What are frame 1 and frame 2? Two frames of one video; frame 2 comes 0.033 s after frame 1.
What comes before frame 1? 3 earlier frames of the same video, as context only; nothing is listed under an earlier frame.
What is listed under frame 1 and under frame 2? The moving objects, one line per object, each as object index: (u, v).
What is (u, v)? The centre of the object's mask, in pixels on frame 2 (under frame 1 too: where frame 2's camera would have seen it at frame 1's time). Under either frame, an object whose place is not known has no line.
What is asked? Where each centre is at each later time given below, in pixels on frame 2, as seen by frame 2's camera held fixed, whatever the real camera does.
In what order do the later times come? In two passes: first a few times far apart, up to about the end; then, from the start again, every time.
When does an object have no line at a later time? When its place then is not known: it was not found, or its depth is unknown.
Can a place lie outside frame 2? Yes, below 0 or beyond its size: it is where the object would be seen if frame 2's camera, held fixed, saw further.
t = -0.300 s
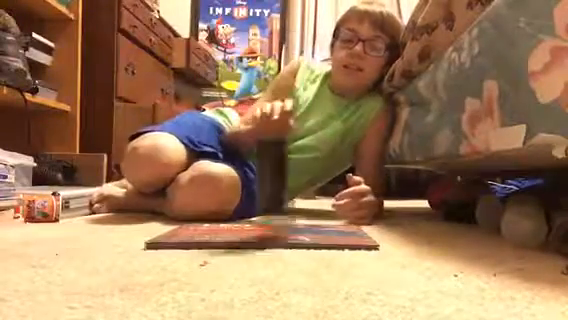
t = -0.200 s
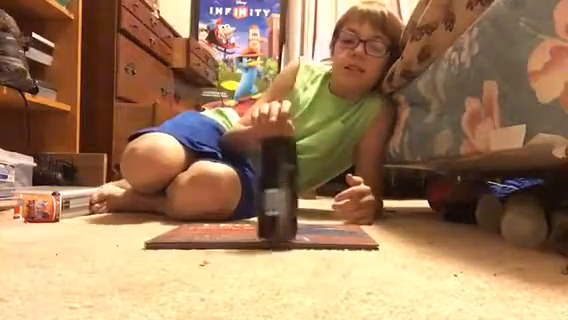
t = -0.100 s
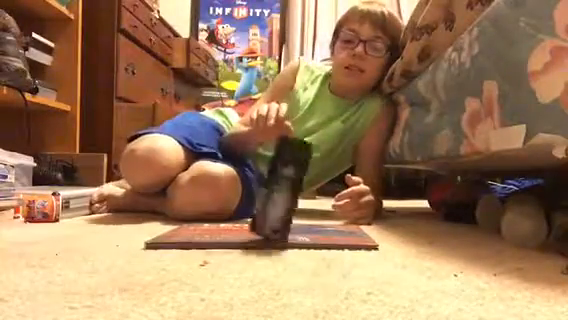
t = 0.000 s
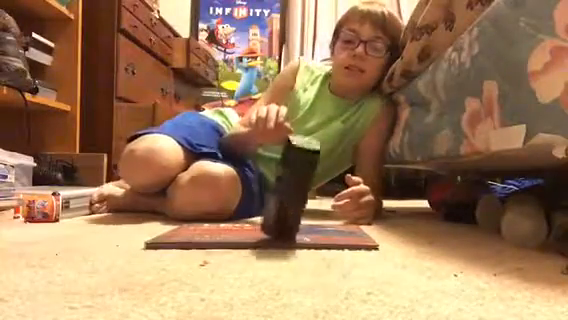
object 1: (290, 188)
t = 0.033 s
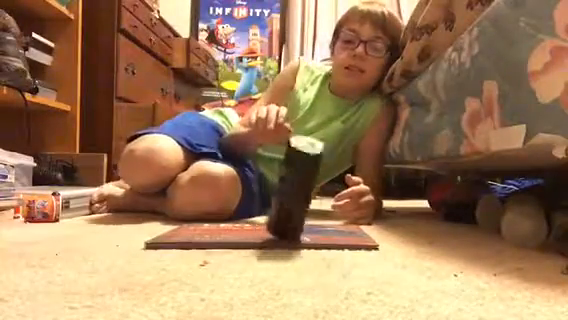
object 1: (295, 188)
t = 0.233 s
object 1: (320, 230)
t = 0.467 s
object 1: (363, 237)
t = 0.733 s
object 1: (407, 240)
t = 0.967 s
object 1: (421, 241)
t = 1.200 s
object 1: (419, 241)
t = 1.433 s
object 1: (419, 240)
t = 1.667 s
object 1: (419, 240)
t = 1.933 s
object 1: (419, 240)
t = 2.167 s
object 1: (419, 240)
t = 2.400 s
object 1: (419, 240)
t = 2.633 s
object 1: (419, 240)
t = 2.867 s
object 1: (419, 240)
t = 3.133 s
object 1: (419, 240)
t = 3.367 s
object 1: (419, 240)
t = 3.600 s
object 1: (419, 240)
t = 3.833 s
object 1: (419, 240)
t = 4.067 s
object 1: (419, 240)
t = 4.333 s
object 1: (419, 240)
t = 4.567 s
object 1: (419, 240)
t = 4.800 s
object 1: (419, 240)
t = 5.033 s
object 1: (419, 240)
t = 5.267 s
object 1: (419, 240)
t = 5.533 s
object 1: (419, 240)
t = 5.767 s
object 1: (419, 241)
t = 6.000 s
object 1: (419, 240)
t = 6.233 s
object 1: (419, 240)
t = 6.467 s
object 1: (419, 240)
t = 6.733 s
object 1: (419, 240)
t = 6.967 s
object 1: (419, 240)
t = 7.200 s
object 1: (419, 240)
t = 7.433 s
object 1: (419, 240)
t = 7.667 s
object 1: (419, 240)
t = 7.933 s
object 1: (419, 240)
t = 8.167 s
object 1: (419, 240)
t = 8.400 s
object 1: (419, 240)
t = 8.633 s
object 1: (419, 240)
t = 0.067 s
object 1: (299, 188)
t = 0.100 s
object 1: (303, 189)
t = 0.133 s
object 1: (305, 202)
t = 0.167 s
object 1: (313, 209)
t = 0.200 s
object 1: (317, 228)
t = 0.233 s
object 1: (320, 230)
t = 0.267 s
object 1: (326, 218)
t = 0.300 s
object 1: (330, 216)
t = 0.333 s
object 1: (337, 222)
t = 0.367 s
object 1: (343, 236)
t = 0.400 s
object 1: (350, 235)
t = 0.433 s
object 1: (356, 238)
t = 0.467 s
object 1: (363, 237)
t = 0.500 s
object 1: (369, 238)
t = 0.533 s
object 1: (376, 238)
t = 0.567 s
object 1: (382, 238)
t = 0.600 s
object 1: (388, 240)
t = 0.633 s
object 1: (394, 240)
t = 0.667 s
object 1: (398, 239)
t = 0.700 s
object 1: (403, 241)
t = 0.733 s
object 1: (407, 240)
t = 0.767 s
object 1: (410, 240)
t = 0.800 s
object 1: (413, 240)
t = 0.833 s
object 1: (416, 240)
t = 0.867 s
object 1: (418, 241)
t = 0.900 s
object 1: (420, 241)
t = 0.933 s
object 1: (421, 241)
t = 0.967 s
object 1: (421, 241)
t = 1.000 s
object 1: (421, 241)
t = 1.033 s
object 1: (421, 241)
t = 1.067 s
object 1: (420, 241)
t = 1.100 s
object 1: (420, 240)
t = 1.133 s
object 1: (419, 240)
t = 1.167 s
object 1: (419, 240)
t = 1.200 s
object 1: (419, 241)
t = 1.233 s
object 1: (419, 241)
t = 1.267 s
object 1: (419, 241)
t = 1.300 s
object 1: (419, 241)
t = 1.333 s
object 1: (419, 240)
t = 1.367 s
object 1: (419, 240)
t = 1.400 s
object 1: (419, 240)
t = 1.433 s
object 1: (419, 240)
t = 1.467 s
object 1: (419, 240)
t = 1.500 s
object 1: (419, 240)
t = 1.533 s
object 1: (419, 240)
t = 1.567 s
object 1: (419, 240)
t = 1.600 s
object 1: (419, 240)
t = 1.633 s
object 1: (419, 240)
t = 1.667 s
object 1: (419, 240)
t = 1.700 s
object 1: (419, 240)
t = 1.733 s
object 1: (419, 240)
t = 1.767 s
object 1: (419, 240)
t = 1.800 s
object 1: (419, 240)
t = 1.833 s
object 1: (419, 240)
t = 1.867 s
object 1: (419, 240)
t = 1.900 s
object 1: (419, 240)
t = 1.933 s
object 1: (419, 240)
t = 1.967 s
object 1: (419, 240)
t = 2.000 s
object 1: (419, 240)
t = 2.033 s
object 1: (419, 240)
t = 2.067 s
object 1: (419, 240)
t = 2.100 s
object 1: (419, 240)
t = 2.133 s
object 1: (419, 240)
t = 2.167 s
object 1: (419, 240)
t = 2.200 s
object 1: (419, 240)
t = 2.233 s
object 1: (419, 240)
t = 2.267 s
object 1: (419, 240)
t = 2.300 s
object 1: (419, 240)
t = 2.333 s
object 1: (419, 240)
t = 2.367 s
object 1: (419, 240)
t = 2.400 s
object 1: (419, 240)
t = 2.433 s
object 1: (419, 240)
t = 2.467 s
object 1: (419, 240)
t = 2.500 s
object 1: (419, 240)
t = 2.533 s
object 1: (419, 240)
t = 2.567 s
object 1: (419, 240)
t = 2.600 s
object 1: (419, 240)
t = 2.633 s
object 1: (419, 240)
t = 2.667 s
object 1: (419, 240)
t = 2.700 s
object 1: (419, 240)
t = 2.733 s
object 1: (419, 240)
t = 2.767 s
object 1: (419, 240)
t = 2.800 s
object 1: (419, 240)
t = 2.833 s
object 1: (419, 240)
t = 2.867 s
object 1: (419, 240)
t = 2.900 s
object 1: (419, 240)
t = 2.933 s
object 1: (419, 240)
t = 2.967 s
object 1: (419, 240)
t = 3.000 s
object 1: (419, 240)
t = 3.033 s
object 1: (419, 240)
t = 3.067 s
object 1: (419, 240)
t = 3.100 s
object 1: (419, 240)
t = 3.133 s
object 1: (419, 240)
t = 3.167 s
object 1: (419, 240)
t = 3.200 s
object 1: (419, 240)
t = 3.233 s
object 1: (419, 240)
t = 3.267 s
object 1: (419, 240)
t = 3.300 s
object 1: (419, 240)
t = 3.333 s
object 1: (419, 240)
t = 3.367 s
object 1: (419, 240)
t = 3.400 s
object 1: (419, 240)
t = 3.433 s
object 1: (419, 240)
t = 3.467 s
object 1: (419, 240)
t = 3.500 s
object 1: (419, 240)
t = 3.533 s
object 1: (419, 240)
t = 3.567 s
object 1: (419, 240)
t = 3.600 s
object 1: (419, 240)
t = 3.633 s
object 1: (419, 240)
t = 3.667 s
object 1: (419, 240)
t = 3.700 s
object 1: (419, 240)
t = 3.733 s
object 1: (419, 240)
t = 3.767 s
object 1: (419, 240)
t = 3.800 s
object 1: (419, 240)
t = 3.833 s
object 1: (419, 240)
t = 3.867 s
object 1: (419, 240)
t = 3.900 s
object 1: (419, 240)
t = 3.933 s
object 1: (419, 240)
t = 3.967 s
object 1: (419, 240)
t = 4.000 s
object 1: (419, 240)
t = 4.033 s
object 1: (419, 240)
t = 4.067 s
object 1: (419, 240)
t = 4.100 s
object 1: (419, 240)
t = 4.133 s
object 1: (419, 240)
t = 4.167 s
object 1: (419, 240)
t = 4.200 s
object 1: (419, 240)
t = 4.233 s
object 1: (419, 240)
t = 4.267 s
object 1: (419, 240)
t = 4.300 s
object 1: (419, 240)
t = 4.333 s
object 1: (419, 240)
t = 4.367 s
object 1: (419, 240)
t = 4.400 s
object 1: (419, 240)
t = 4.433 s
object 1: (419, 240)
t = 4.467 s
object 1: (419, 240)
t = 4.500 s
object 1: (419, 240)
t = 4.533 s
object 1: (419, 240)
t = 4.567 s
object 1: (419, 240)
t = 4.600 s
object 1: (419, 240)
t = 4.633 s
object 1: (419, 240)
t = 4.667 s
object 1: (419, 240)
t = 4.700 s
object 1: (419, 240)
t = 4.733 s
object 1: (419, 240)
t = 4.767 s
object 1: (419, 240)
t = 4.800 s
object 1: (419, 240)
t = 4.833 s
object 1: (419, 240)
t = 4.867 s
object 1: (419, 240)
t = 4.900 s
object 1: (419, 240)
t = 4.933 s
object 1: (419, 240)
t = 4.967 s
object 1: (419, 240)
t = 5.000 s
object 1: (419, 240)
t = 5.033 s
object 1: (419, 240)
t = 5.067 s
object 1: (419, 240)
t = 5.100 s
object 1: (419, 240)
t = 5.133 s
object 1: (419, 240)
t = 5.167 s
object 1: (419, 240)
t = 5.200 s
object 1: (419, 240)
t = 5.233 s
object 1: (419, 240)
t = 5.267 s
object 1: (419, 240)
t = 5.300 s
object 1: (419, 240)
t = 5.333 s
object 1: (419, 240)
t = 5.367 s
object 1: (419, 240)
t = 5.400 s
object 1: (419, 240)
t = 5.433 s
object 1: (419, 240)
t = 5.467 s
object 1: (419, 240)
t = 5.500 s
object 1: (419, 240)
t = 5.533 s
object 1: (419, 240)
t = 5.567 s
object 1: (419, 240)
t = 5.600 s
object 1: (419, 240)
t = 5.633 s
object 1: (419, 240)
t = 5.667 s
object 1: (419, 240)
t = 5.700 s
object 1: (419, 240)
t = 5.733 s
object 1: (419, 241)
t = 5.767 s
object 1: (419, 241)
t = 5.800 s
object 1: (419, 241)
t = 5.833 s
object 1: (419, 241)
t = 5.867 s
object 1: (419, 240)
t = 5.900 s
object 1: (419, 240)
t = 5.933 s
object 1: (419, 241)
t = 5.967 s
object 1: (419, 240)
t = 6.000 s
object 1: (419, 240)
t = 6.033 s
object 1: (419, 240)
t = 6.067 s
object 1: (419, 240)
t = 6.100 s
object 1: (419, 240)
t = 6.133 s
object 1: (419, 240)
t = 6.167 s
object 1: (419, 240)
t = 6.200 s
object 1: (419, 240)
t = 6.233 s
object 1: (419, 240)
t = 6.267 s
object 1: (419, 240)
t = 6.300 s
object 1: (419, 240)
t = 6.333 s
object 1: (419, 240)
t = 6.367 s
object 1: (419, 240)
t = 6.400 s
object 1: (419, 240)
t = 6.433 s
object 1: (419, 240)
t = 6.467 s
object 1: (419, 240)
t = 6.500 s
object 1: (419, 240)
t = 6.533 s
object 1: (419, 240)
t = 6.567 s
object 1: (419, 240)
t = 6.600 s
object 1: (419, 240)
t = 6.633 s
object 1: (419, 240)
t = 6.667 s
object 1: (419, 240)
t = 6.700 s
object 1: (419, 240)
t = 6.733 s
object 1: (419, 240)
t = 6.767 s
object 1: (419, 240)
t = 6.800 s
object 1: (419, 240)
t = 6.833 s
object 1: (419, 240)
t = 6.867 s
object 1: (419, 240)
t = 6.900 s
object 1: (419, 240)
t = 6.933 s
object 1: (419, 240)
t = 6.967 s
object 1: (419, 240)
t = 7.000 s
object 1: (419, 240)
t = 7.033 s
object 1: (419, 240)
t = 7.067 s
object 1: (419, 240)
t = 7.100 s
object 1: (419, 240)
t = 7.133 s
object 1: (419, 240)
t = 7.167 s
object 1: (419, 240)
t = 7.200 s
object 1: (419, 240)
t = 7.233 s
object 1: (419, 240)
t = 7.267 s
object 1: (419, 240)
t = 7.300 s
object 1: (419, 240)
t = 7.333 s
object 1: (419, 240)
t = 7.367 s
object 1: (419, 240)
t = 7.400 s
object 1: (419, 240)
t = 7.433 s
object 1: (419, 240)
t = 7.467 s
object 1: (419, 240)
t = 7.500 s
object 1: (419, 240)
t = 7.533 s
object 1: (419, 240)
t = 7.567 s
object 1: (419, 240)
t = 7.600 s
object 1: (419, 240)
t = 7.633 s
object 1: (419, 240)
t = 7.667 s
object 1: (419, 240)
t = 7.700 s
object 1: (419, 240)
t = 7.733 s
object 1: (419, 240)
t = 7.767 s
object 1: (419, 240)
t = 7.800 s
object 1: (419, 240)
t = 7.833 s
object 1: (419, 240)
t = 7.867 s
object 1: (419, 240)
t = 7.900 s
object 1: (419, 240)
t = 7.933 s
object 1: (419, 240)
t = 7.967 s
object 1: (419, 240)
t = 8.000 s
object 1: (419, 240)
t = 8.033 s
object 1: (419, 240)
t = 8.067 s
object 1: (419, 240)
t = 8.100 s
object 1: (419, 240)
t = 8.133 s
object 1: (419, 240)
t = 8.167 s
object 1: (419, 240)
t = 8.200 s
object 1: (419, 240)
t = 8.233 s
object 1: (419, 240)
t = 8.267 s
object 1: (419, 240)
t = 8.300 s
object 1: (419, 240)
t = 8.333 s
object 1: (419, 240)
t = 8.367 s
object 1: (419, 240)
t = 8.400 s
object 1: (419, 240)
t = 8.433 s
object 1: (419, 240)
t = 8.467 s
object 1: (419, 240)
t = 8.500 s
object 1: (419, 240)
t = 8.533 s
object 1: (419, 240)
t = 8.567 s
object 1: (419, 240)
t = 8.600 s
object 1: (419, 240)
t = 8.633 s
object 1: (419, 240)
